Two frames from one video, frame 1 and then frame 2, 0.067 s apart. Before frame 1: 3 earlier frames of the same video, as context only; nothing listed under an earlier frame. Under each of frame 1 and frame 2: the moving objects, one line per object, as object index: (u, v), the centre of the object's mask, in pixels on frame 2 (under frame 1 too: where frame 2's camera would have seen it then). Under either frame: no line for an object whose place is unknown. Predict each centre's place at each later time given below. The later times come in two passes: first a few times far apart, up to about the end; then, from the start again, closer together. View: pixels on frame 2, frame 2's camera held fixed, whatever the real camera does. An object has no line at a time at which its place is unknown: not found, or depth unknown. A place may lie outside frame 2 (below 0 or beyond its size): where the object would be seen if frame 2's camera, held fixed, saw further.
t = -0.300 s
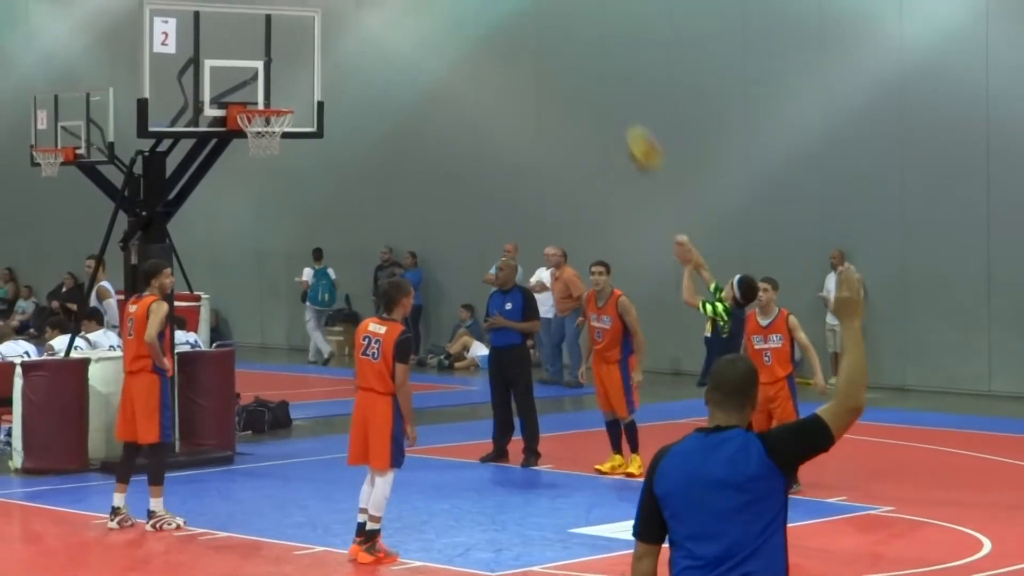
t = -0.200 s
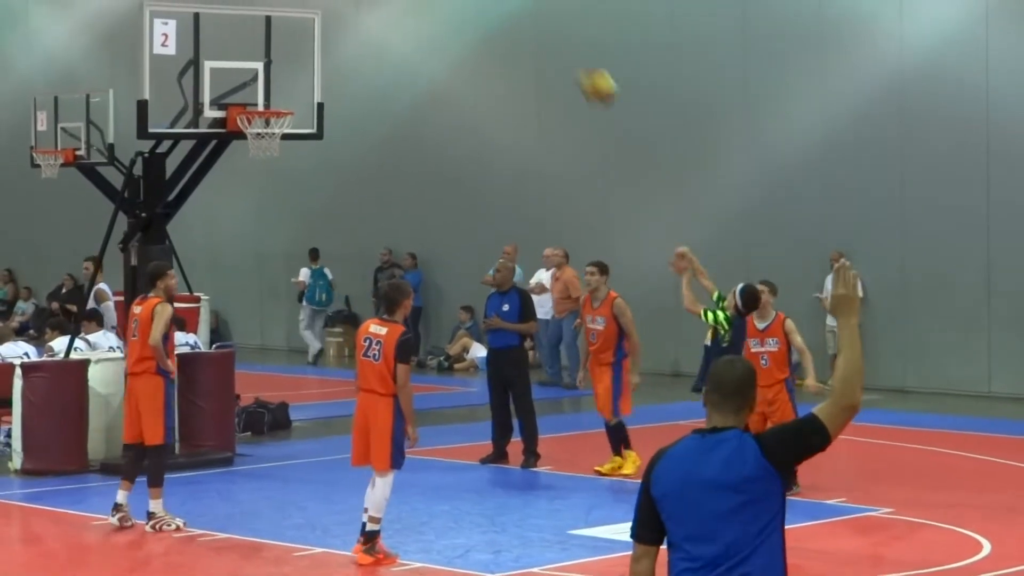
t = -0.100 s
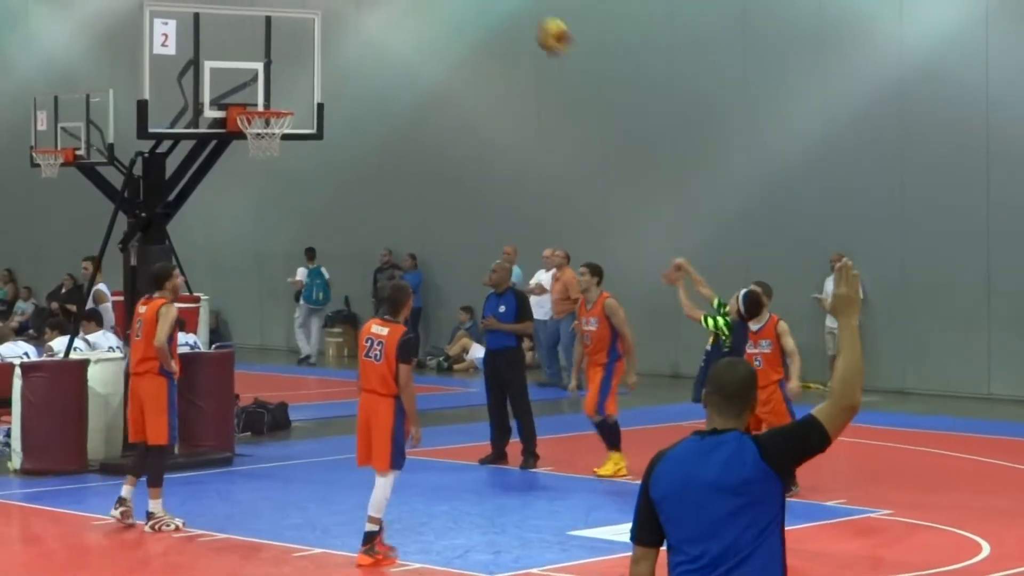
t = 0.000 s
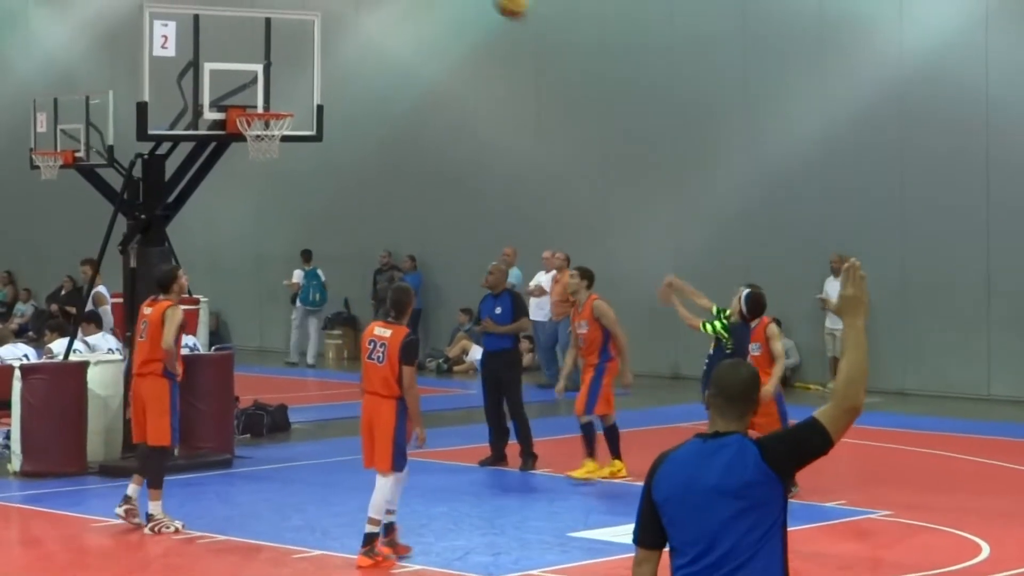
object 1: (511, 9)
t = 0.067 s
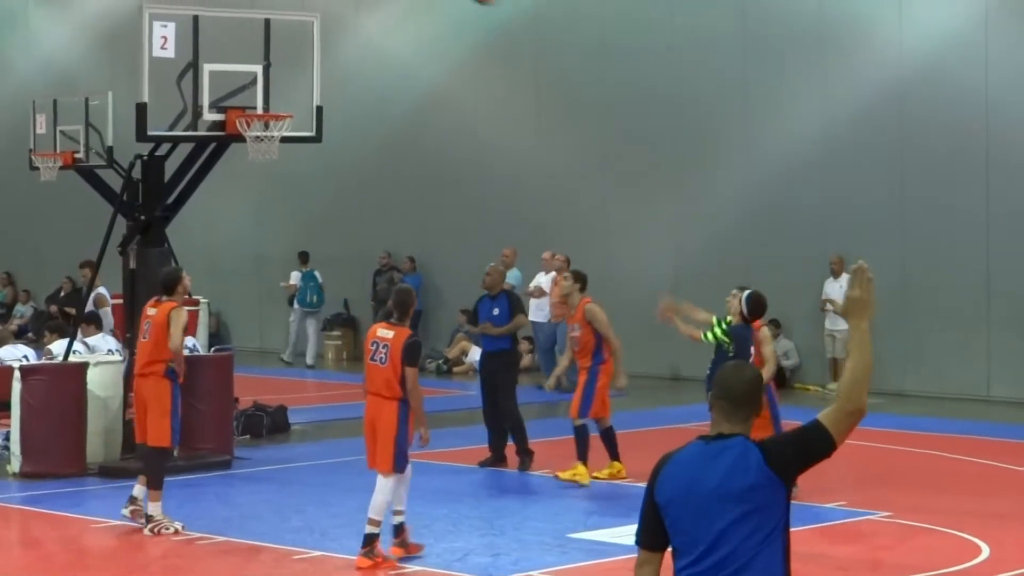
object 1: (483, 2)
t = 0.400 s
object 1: (361, 4)
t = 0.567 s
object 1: (305, 51)
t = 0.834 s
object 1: (256, 133)
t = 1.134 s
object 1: (267, 175)
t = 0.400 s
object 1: (361, 4)
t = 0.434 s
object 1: (350, 8)
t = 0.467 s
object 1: (338, 15)
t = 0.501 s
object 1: (328, 26)
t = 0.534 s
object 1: (316, 38)
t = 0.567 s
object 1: (305, 51)
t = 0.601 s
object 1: (294, 65)
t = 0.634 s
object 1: (284, 82)
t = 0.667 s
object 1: (274, 99)
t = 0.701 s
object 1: (264, 117)
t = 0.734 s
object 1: (256, 131)
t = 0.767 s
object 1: (255, 132)
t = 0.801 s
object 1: (256, 132)
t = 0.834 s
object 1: (256, 133)
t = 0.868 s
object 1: (256, 136)
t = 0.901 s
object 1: (257, 138)
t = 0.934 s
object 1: (257, 141)
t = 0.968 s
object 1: (258, 144)
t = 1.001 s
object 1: (260, 149)
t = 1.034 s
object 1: (261, 151)
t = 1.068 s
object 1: (263, 162)
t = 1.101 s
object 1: (266, 168)
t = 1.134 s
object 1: (267, 175)
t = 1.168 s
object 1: (270, 185)
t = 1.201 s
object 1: (272, 197)
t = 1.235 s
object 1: (273, 209)
